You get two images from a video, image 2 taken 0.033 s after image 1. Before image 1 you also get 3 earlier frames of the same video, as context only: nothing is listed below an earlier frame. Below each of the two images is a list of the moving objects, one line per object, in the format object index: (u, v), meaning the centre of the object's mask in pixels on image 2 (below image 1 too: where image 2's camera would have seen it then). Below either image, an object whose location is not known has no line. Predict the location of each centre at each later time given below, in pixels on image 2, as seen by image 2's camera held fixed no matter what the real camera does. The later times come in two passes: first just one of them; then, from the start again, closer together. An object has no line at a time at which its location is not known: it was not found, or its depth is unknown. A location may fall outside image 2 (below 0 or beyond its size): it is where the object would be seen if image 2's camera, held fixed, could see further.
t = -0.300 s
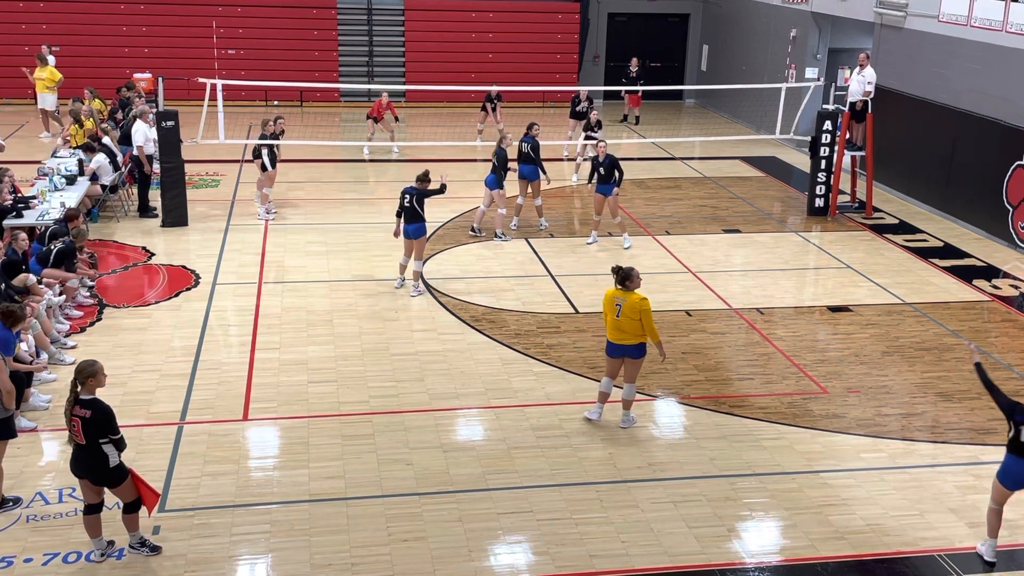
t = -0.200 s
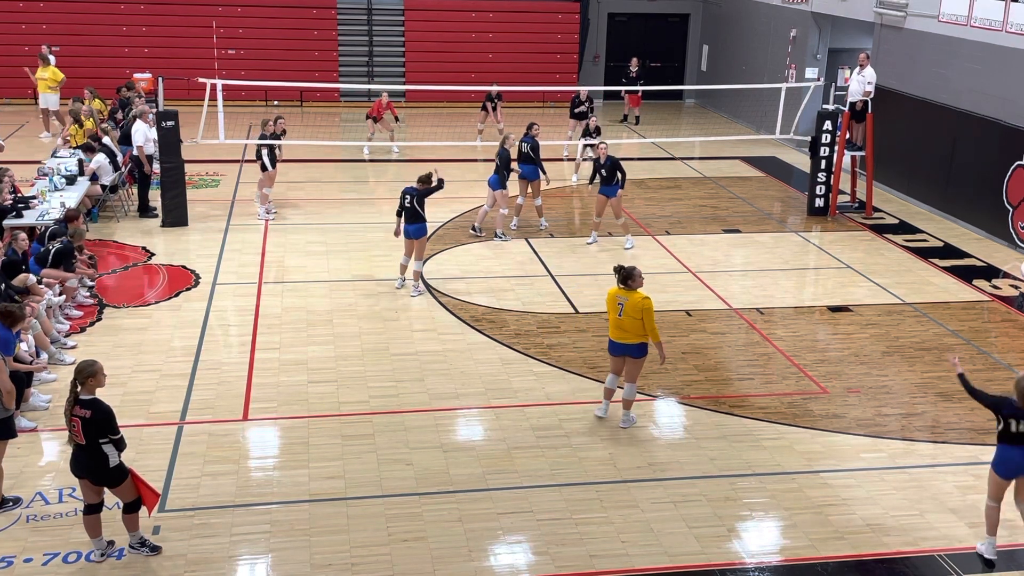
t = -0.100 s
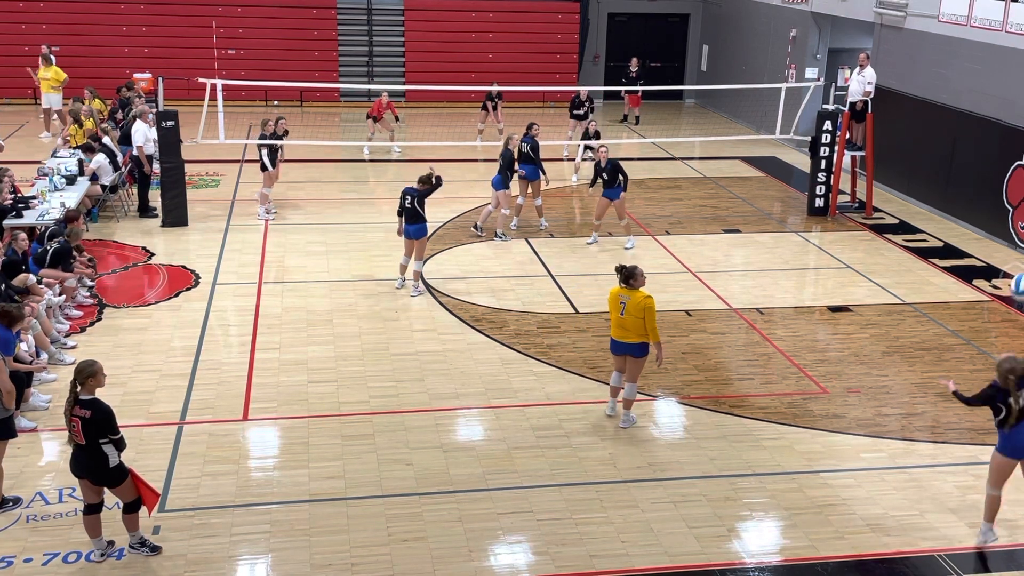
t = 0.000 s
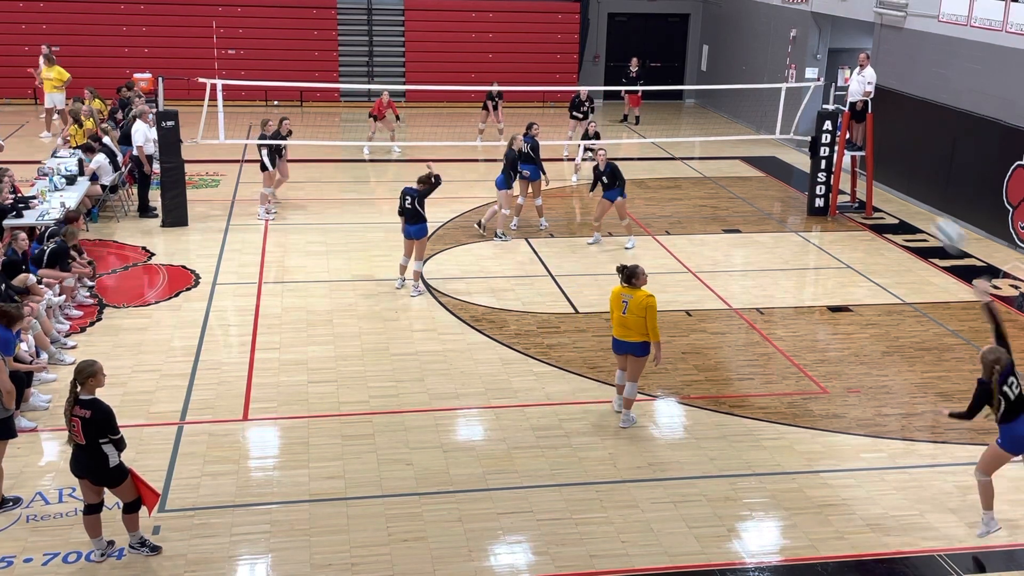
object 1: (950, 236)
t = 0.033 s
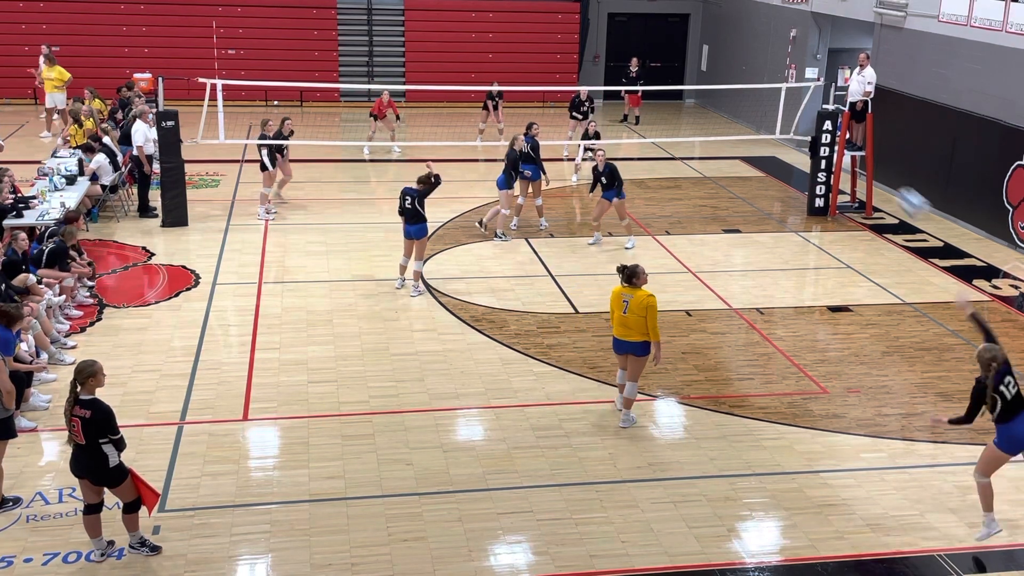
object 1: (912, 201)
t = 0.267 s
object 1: (722, 75)
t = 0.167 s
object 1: (795, 117)
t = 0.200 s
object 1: (766, 100)
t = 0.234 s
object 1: (745, 87)
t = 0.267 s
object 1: (722, 75)
